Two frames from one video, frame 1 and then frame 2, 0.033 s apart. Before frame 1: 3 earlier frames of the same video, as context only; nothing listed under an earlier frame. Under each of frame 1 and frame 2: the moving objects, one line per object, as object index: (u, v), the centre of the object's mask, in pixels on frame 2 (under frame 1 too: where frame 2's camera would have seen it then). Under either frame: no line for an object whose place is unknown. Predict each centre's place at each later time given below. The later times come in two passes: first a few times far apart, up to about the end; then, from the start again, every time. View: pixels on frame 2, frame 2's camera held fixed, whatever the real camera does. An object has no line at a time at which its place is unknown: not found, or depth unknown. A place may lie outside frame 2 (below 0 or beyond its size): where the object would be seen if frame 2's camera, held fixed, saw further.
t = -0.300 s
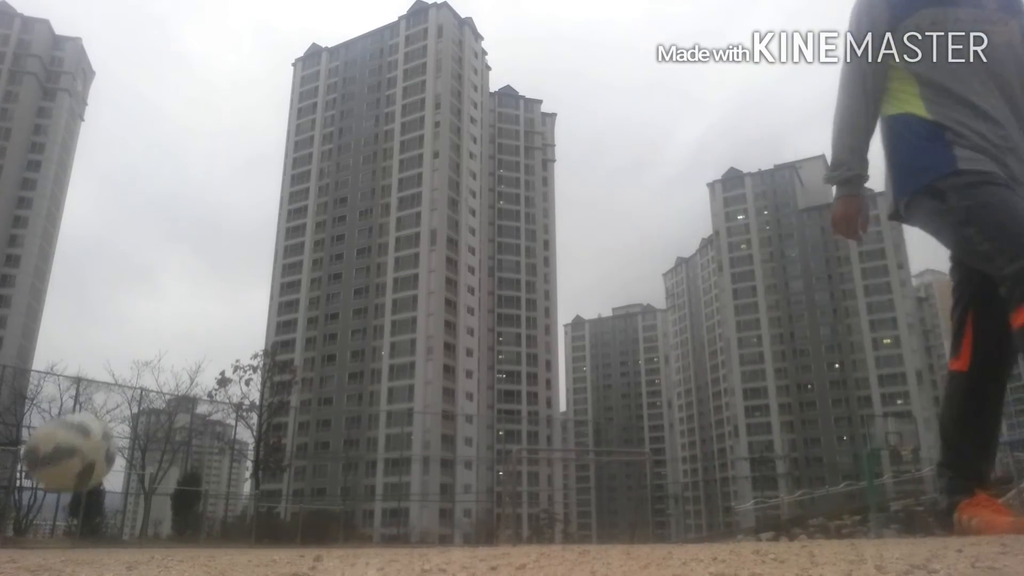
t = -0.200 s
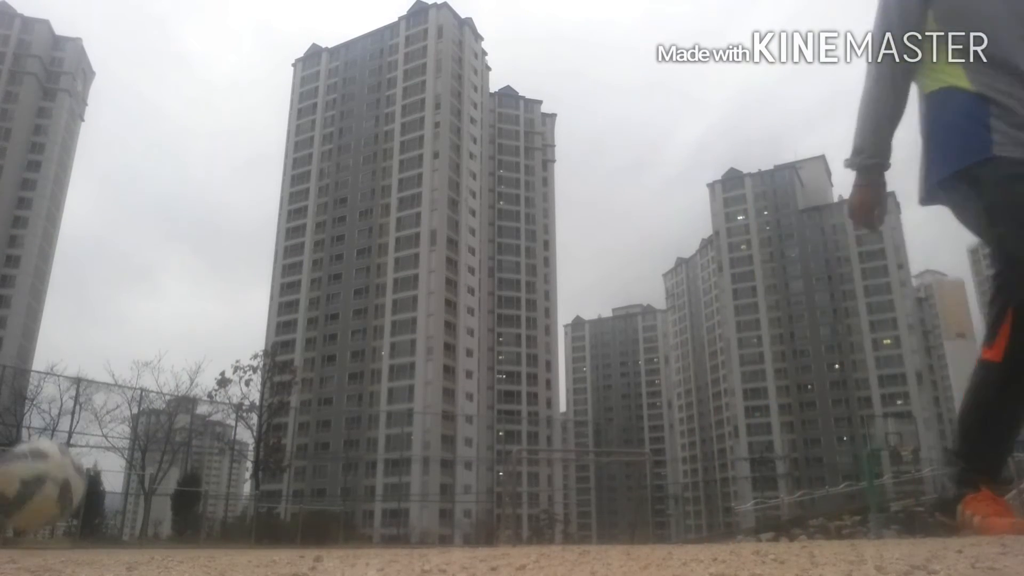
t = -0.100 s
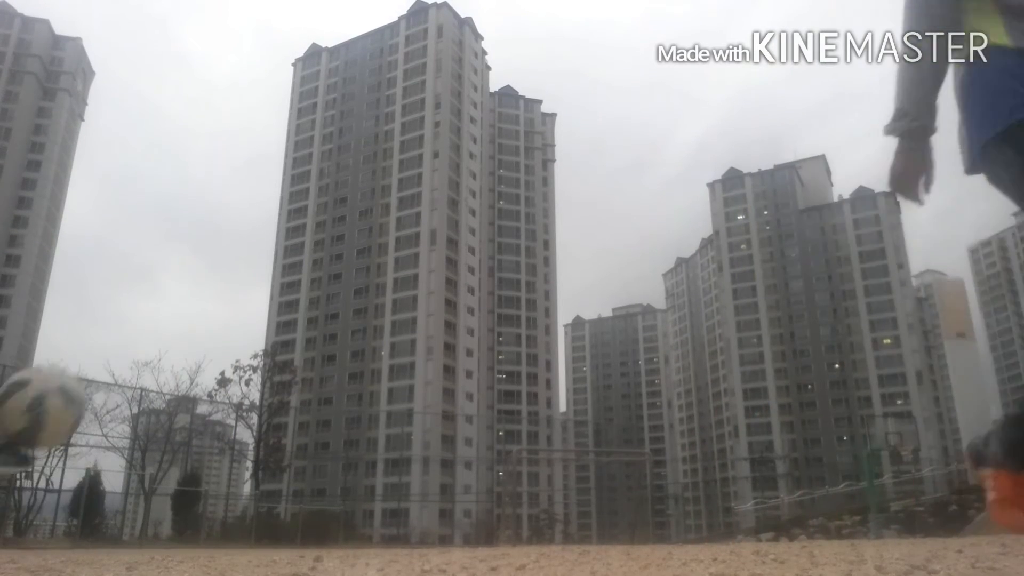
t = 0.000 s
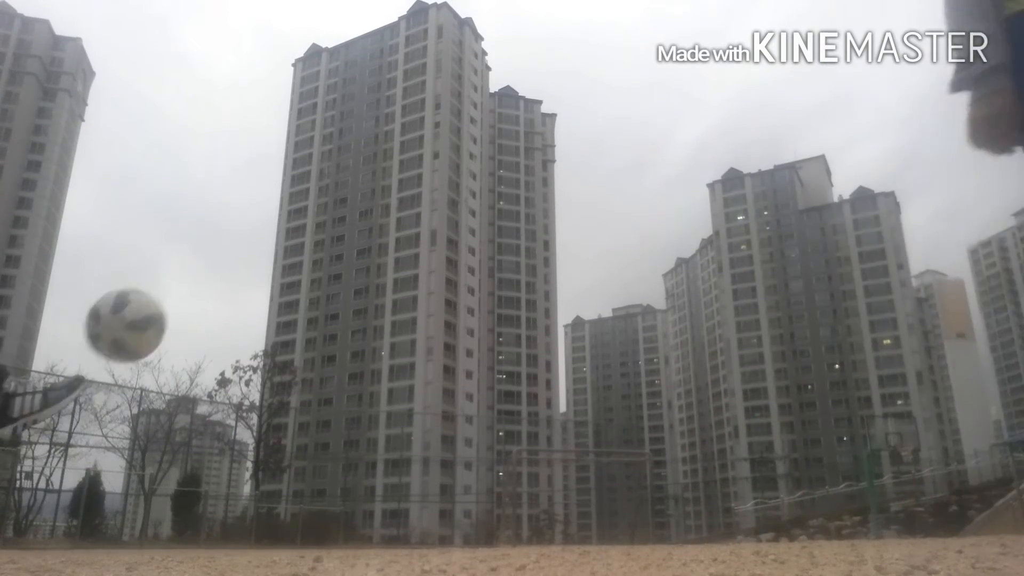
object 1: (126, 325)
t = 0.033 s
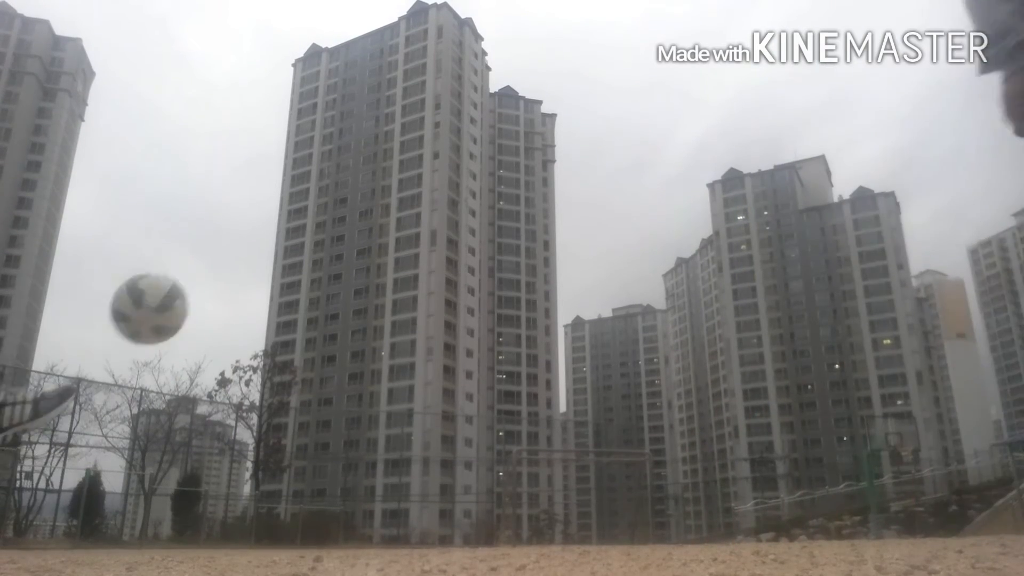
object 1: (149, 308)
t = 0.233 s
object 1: (257, 289)
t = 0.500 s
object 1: (355, 414)
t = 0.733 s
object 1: (394, 451)
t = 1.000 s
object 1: (390, 411)
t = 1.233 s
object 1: (378, 521)
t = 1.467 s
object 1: (375, 454)
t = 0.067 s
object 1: (171, 296)
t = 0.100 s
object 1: (190, 288)
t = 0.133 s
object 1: (209, 283)
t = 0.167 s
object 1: (226, 282)
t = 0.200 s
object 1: (241, 284)
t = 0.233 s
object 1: (257, 289)
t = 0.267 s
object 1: (272, 295)
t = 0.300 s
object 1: (286, 306)
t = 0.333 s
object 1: (298, 318)
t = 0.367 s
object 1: (311, 332)
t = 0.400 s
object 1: (323, 348)
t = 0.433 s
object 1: (334, 368)
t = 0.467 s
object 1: (345, 390)
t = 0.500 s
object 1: (355, 414)
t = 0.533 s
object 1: (366, 440)
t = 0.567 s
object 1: (376, 471)
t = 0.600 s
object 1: (387, 502)
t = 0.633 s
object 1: (394, 518)
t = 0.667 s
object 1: (393, 493)
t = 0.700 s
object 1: (394, 470)
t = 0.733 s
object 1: (394, 451)
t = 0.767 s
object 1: (394, 435)
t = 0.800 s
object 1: (394, 423)
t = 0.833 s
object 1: (393, 413)
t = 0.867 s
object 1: (392, 408)
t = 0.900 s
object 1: (392, 405)
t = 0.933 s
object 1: (392, 405)
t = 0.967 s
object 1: (391, 407)
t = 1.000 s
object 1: (390, 411)
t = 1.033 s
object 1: (389, 419)
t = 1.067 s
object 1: (387, 429)
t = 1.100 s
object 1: (386, 443)
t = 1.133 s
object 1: (384, 458)
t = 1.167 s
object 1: (382, 477)
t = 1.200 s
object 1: (380, 498)
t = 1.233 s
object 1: (378, 521)
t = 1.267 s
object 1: (378, 508)
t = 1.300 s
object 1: (378, 492)
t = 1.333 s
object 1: (378, 477)
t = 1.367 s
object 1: (377, 468)
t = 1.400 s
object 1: (376, 460)
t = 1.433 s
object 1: (376, 455)
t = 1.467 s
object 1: (375, 454)
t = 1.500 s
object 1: (374, 455)
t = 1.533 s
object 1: (373, 458)
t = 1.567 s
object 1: (372, 465)
